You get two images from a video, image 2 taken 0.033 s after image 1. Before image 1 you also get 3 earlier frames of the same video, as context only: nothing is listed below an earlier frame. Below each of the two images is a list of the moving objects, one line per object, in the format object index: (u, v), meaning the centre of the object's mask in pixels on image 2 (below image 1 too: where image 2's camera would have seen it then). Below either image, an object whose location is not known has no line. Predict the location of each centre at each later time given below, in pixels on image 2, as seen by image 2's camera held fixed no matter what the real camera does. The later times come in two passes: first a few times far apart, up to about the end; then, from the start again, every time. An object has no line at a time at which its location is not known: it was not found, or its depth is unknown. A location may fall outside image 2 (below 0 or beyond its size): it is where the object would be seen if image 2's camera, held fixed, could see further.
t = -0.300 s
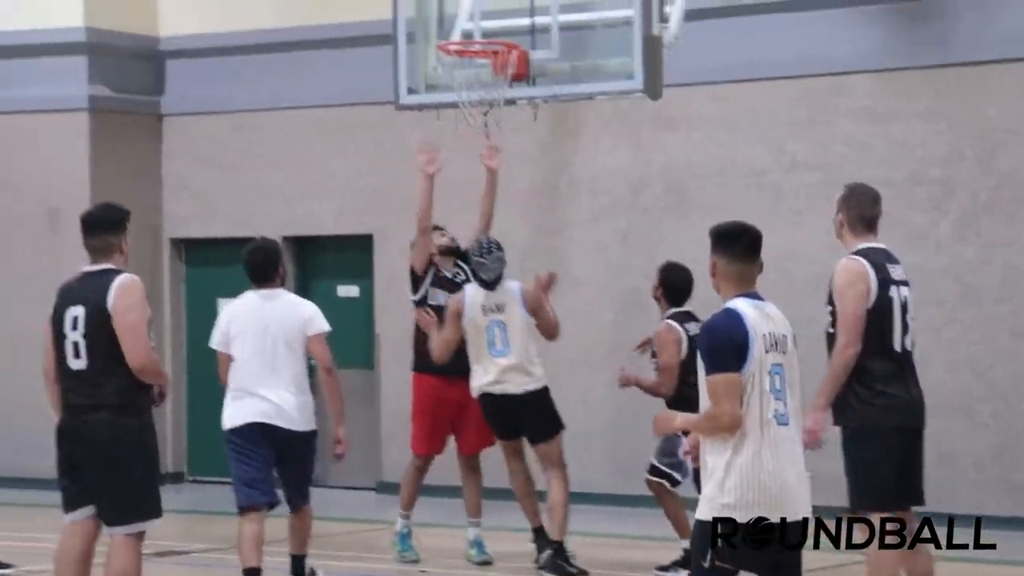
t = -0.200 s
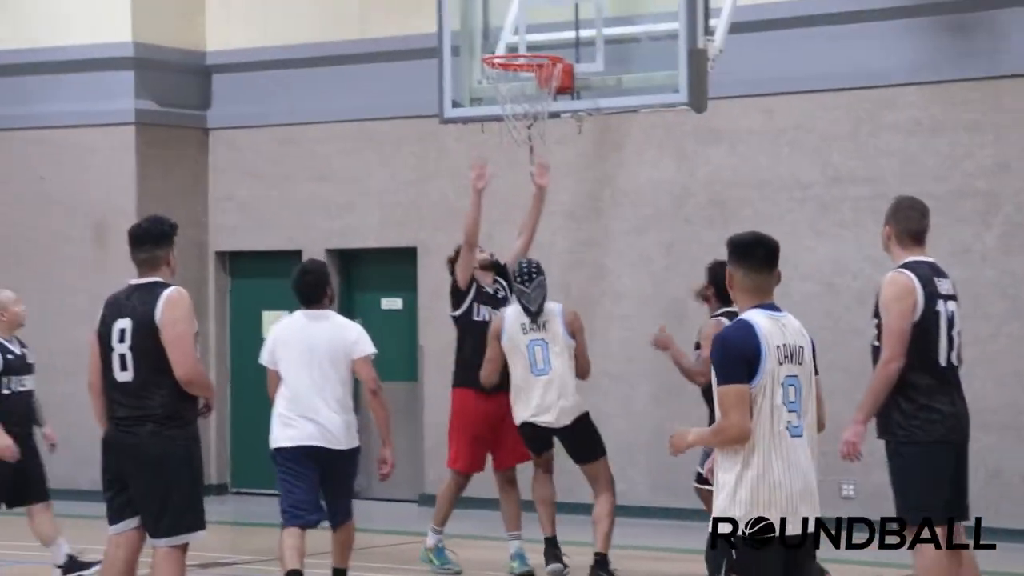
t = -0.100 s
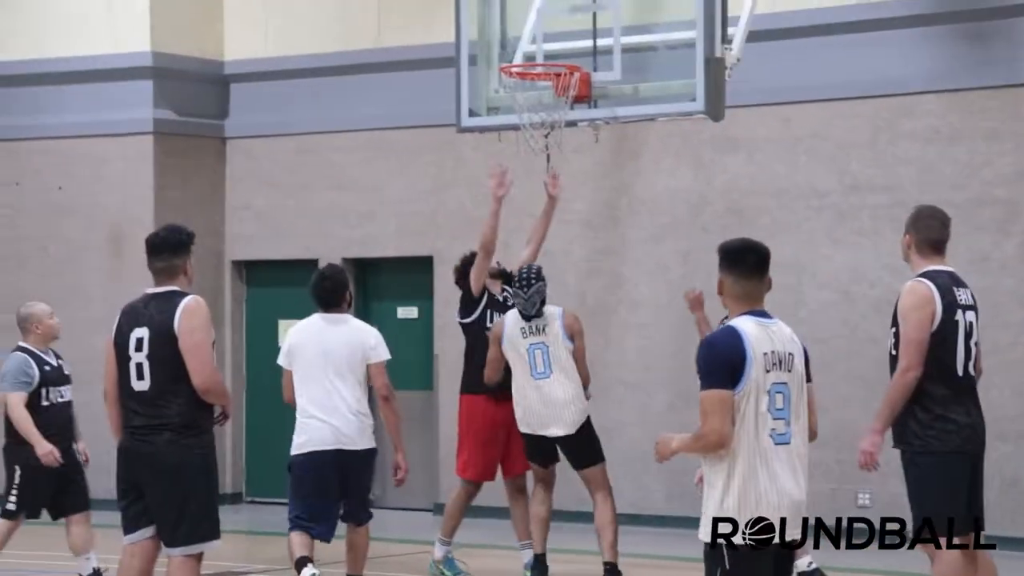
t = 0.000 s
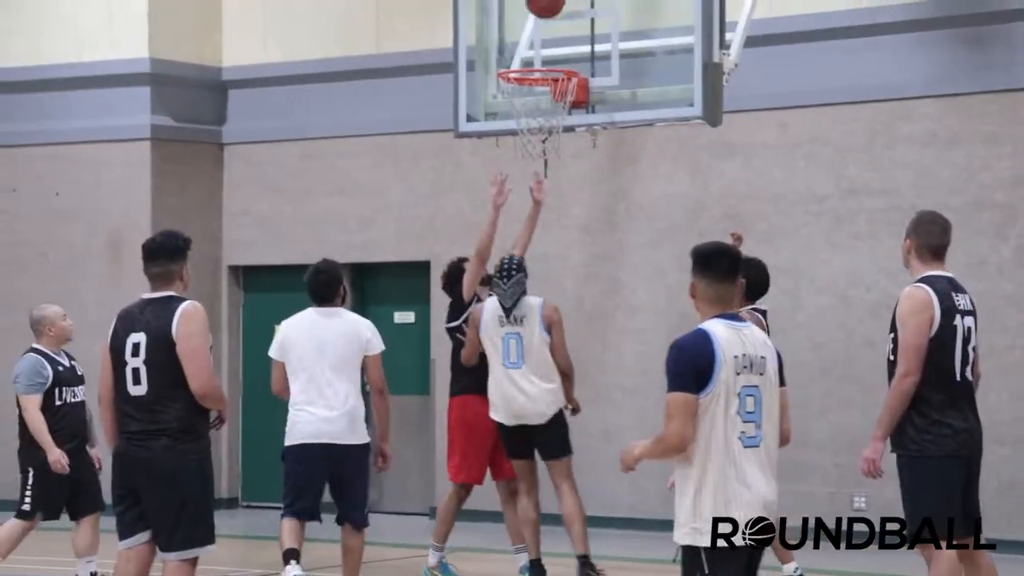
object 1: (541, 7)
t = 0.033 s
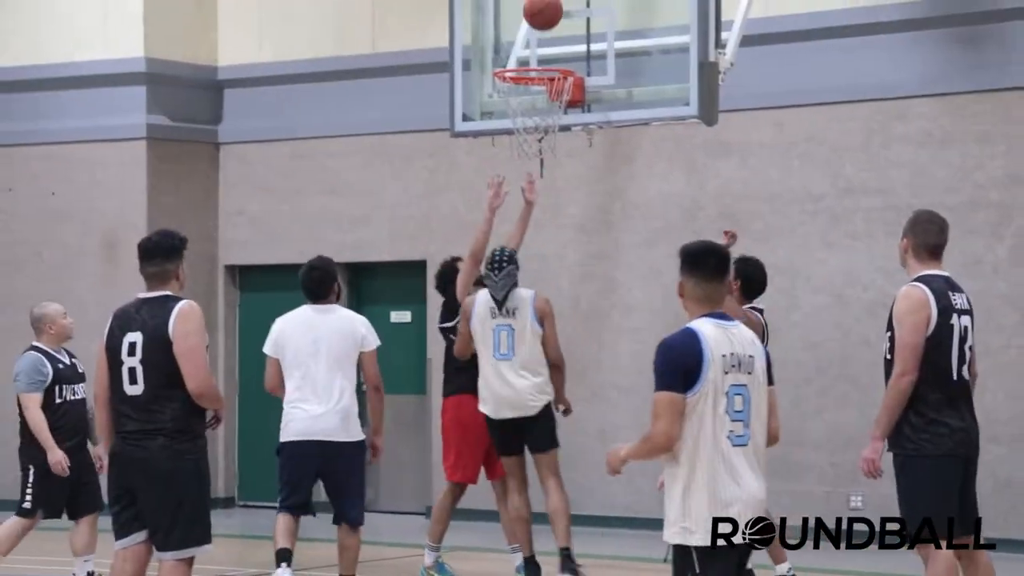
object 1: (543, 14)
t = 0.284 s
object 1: (521, 67)
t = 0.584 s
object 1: (548, 53)
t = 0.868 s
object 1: (527, 54)
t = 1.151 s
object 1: (519, 88)
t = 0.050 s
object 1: (544, 18)
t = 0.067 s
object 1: (543, 22)
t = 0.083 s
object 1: (539, 27)
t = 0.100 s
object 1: (536, 32)
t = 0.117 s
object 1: (533, 37)
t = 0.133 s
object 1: (530, 43)
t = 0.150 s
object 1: (527, 50)
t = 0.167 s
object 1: (523, 58)
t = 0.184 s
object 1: (520, 64)
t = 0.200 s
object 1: (519, 64)
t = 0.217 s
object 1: (519, 65)
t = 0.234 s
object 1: (519, 66)
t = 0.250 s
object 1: (518, 68)
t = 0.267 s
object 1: (518, 69)
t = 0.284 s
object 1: (521, 67)
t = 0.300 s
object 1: (527, 65)
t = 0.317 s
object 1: (533, 62)
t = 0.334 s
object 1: (540, 58)
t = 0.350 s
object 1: (546, 58)
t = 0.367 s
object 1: (549, 57)
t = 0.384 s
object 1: (551, 56)
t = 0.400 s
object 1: (552, 56)
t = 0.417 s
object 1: (553, 55)
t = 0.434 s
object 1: (555, 55)
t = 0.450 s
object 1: (556, 55)
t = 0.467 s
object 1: (557, 55)
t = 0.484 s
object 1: (557, 55)
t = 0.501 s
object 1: (555, 54)
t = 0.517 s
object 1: (554, 54)
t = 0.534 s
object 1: (552, 53)
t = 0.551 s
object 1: (551, 53)
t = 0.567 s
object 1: (550, 53)
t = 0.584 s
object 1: (548, 53)
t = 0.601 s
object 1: (547, 54)
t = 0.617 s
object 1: (546, 54)
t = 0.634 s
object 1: (545, 53)
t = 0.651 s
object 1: (544, 53)
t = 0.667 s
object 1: (542, 53)
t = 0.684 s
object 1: (541, 53)
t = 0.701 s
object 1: (539, 53)
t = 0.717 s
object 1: (538, 54)
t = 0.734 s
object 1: (537, 54)
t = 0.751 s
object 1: (536, 54)
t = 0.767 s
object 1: (534, 54)
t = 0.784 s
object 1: (533, 53)
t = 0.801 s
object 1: (532, 52)
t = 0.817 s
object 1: (530, 53)
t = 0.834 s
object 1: (529, 53)
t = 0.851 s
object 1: (528, 54)
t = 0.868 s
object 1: (527, 54)
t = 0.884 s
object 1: (526, 54)
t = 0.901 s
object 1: (525, 54)
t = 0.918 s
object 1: (524, 54)
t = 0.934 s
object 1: (522, 55)
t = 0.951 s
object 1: (521, 56)
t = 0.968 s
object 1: (518, 63)
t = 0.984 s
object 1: (517, 63)
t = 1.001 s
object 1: (517, 64)
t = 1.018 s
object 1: (516, 65)
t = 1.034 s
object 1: (516, 67)
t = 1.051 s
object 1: (515, 69)
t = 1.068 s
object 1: (515, 71)
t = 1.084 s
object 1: (515, 73)
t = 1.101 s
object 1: (515, 76)
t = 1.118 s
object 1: (516, 78)
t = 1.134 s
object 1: (517, 81)
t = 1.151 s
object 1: (519, 88)
